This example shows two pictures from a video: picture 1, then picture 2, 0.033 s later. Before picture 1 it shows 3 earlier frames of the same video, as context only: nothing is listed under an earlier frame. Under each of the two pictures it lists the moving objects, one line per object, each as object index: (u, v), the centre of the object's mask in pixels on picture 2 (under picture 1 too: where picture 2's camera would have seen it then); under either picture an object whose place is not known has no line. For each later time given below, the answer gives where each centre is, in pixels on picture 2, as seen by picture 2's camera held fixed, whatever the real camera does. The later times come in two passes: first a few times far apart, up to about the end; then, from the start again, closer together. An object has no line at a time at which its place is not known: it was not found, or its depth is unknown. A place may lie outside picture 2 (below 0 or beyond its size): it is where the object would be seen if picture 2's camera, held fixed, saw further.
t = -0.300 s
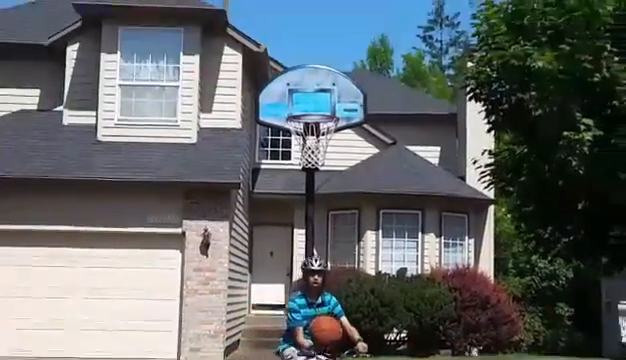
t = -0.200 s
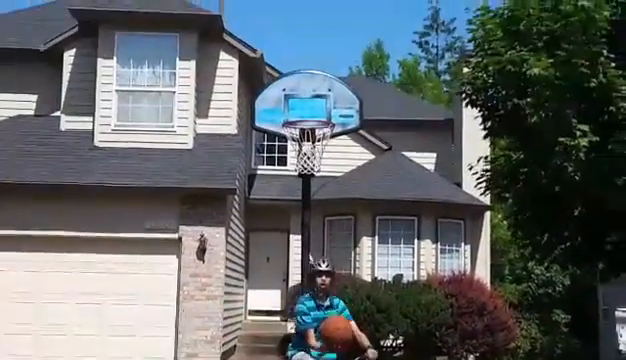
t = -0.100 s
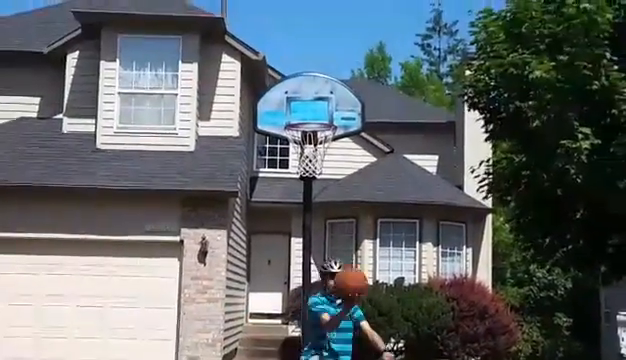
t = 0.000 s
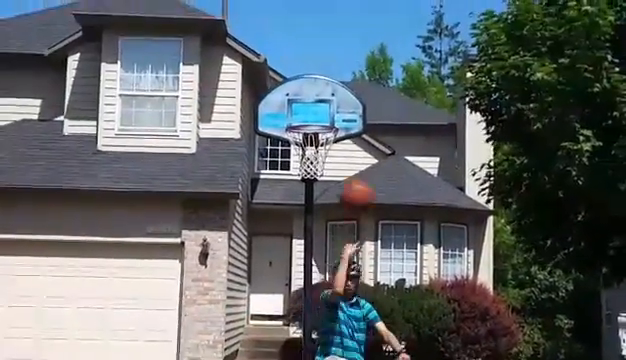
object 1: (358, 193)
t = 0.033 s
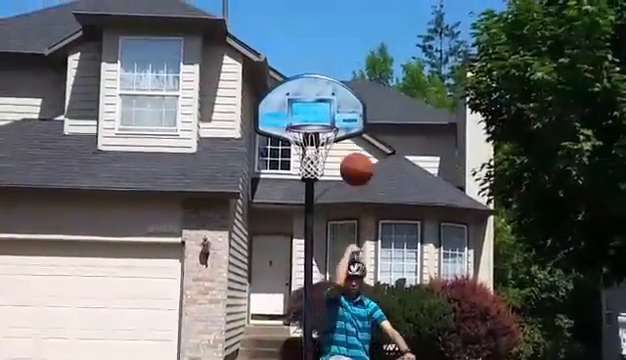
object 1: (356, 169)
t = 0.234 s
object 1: (358, 40)
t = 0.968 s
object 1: (370, 26)
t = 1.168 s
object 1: (370, 131)
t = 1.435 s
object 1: (364, 339)
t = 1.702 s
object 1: (368, 351)
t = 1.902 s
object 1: (374, 237)
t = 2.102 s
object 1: (383, 176)
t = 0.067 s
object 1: (357, 143)
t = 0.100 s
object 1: (358, 119)
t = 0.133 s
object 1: (360, 98)
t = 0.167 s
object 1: (359, 77)
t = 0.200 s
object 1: (358, 58)
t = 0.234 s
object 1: (358, 40)
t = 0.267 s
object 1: (357, 24)
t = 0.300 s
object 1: (356, 13)
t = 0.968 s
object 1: (370, 26)
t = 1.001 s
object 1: (370, 40)
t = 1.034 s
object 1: (370, 55)
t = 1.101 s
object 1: (371, 90)
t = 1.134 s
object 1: (370, 110)
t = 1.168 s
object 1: (370, 131)
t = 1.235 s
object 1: (368, 177)
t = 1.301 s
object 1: (366, 227)
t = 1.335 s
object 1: (365, 253)
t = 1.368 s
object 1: (366, 279)
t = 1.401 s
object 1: (366, 310)
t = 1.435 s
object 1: (364, 339)
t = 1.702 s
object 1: (368, 351)
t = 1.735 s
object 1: (369, 328)
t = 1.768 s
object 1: (371, 305)
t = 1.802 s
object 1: (371, 287)
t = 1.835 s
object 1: (371, 270)
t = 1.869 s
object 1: (373, 252)
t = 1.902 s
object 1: (374, 237)
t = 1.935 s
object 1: (375, 223)
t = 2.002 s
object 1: (378, 195)
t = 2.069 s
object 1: (382, 181)
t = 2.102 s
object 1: (383, 176)
